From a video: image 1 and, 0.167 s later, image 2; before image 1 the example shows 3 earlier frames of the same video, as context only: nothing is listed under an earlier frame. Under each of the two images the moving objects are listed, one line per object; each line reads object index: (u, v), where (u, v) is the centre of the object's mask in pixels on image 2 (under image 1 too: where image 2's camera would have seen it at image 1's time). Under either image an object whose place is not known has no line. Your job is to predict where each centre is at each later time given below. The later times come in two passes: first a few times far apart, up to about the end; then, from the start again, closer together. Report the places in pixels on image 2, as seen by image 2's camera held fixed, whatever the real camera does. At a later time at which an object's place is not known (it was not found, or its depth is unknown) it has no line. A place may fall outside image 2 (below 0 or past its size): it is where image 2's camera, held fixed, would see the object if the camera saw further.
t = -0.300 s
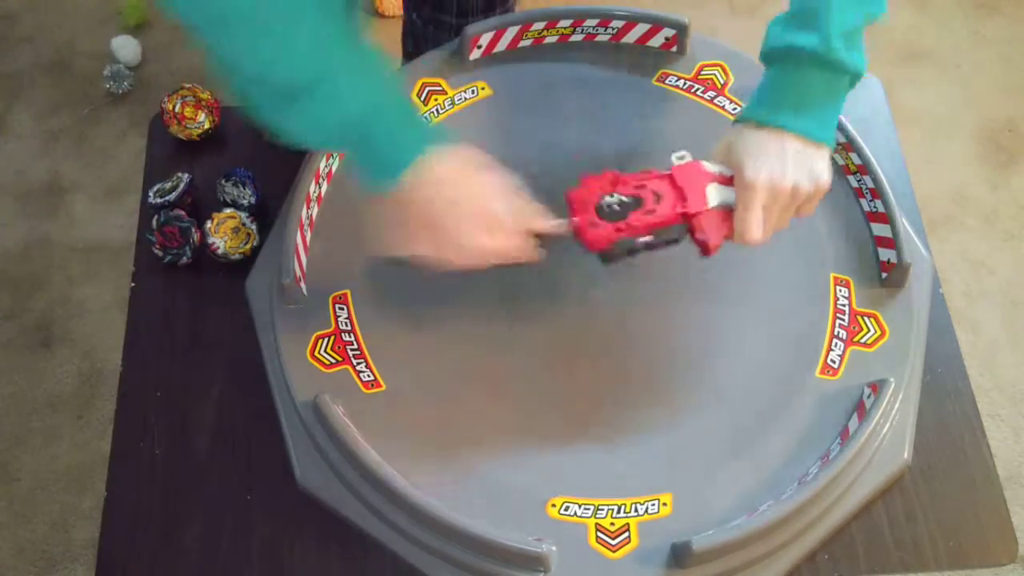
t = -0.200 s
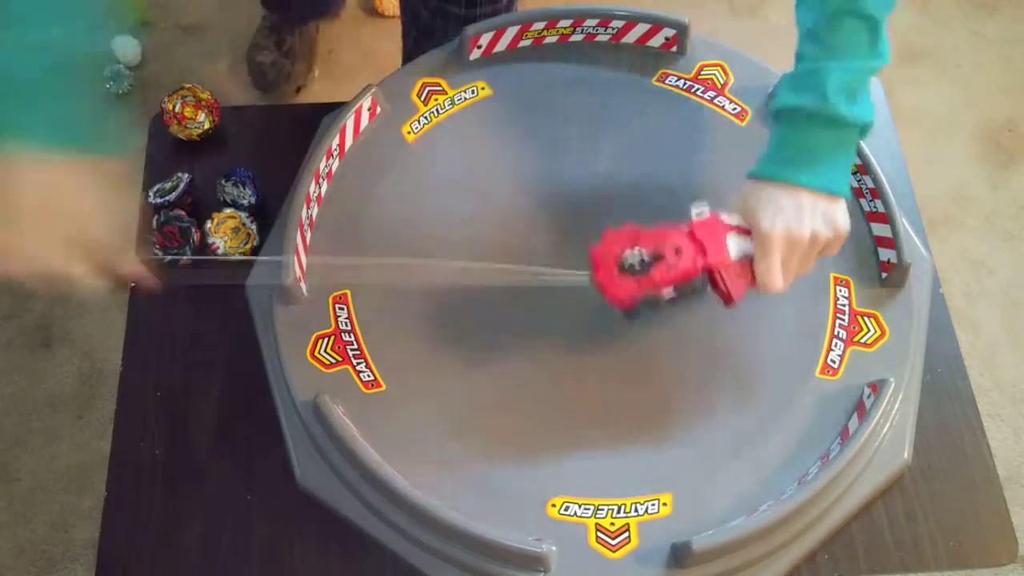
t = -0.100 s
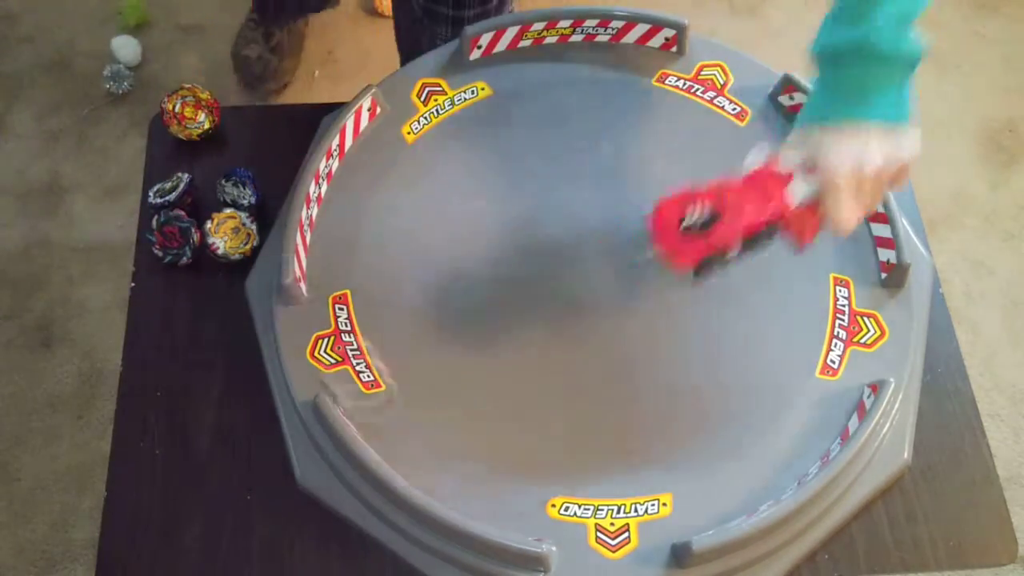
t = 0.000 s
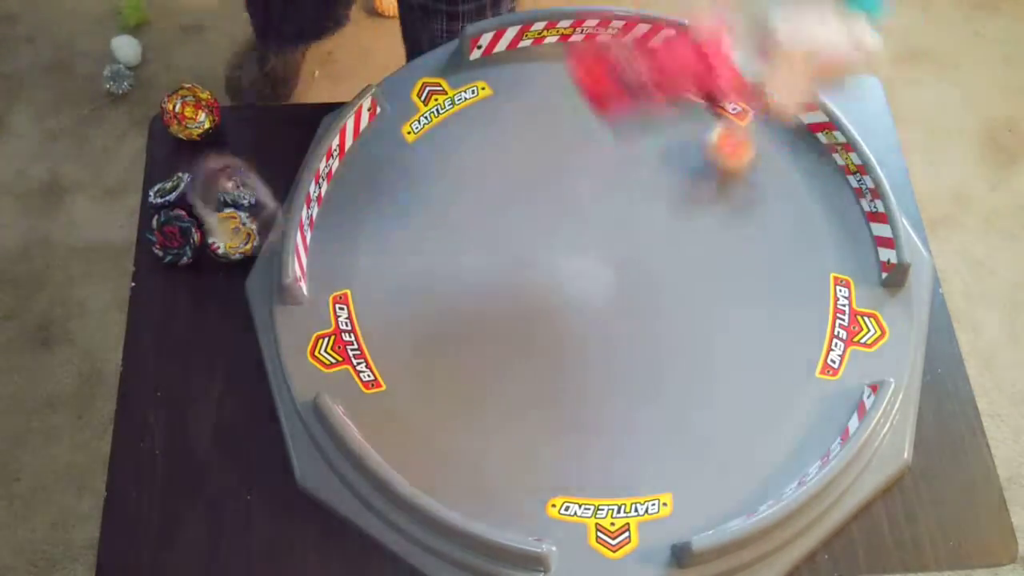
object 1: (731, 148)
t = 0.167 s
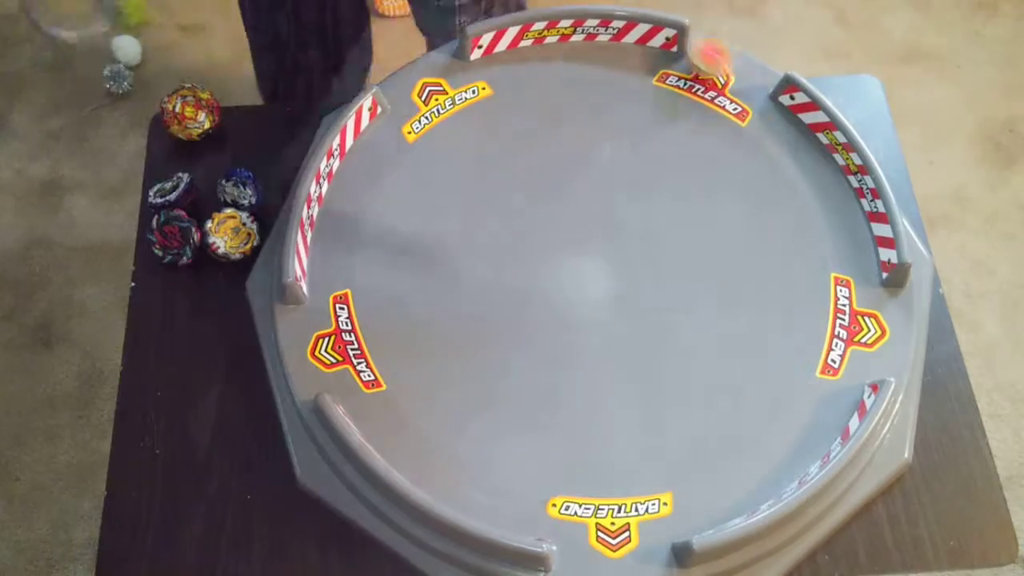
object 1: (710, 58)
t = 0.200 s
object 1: (704, 56)
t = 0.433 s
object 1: (699, 221)
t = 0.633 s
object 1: (689, 340)
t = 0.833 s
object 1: (710, 407)
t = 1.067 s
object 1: (754, 393)
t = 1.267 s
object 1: (781, 320)
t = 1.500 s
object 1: (738, 256)
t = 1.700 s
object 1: (645, 271)
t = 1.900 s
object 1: (570, 301)
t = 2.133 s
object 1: (554, 358)
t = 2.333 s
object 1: (572, 393)
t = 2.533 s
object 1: (589, 365)
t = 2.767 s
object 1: (595, 334)
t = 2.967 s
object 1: (557, 285)
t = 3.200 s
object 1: (564, 245)
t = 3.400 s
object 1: (564, 267)
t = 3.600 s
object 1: (568, 269)
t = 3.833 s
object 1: (589, 245)
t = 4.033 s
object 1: (586, 258)
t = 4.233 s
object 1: (586, 246)
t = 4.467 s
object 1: (601, 268)
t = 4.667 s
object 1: (603, 260)
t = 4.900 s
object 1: (609, 265)
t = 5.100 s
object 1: (604, 268)
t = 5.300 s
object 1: (607, 275)
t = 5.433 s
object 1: (601, 271)
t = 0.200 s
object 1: (704, 56)
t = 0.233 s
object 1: (710, 77)
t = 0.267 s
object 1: (711, 106)
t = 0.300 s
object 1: (711, 129)
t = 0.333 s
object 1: (710, 152)
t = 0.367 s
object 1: (706, 177)
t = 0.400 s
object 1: (703, 200)
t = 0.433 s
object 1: (699, 221)
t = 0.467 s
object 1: (695, 243)
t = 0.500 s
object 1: (692, 264)
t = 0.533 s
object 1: (690, 286)
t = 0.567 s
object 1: (689, 304)
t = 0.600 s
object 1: (689, 323)
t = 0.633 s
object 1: (689, 340)
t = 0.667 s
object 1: (690, 356)
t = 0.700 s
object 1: (693, 371)
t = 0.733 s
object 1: (697, 383)
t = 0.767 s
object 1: (701, 393)
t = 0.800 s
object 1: (705, 401)
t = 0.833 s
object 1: (710, 407)
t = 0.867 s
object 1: (717, 412)
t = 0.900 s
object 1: (723, 413)
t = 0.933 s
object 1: (729, 414)
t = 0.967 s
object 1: (735, 412)
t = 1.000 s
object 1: (742, 406)
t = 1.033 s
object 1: (748, 401)
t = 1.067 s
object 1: (754, 393)
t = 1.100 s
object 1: (760, 385)
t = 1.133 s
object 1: (765, 375)
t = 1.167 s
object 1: (771, 363)
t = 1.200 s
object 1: (775, 349)
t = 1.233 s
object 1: (778, 335)
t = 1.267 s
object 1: (781, 320)
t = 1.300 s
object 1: (782, 306)
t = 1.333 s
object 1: (782, 293)
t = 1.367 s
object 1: (779, 281)
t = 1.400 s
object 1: (773, 272)
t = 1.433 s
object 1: (764, 265)
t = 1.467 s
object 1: (752, 259)
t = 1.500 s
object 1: (738, 256)
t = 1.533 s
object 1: (723, 255)
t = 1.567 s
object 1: (707, 255)
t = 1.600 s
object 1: (692, 258)
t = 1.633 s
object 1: (675, 261)
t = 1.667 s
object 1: (659, 266)
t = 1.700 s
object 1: (645, 271)
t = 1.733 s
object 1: (630, 276)
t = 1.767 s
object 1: (616, 281)
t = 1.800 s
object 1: (601, 287)
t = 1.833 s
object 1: (588, 292)
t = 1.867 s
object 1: (578, 297)
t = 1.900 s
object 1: (570, 301)
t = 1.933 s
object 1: (564, 306)
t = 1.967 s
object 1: (560, 313)
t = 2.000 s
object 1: (558, 319)
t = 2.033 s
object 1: (556, 328)
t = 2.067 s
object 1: (554, 337)
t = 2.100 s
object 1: (553, 347)
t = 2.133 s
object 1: (554, 358)
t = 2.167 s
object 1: (555, 368)
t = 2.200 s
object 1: (559, 377)
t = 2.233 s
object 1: (562, 384)
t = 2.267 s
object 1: (565, 388)
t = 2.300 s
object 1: (569, 392)
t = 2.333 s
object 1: (572, 393)
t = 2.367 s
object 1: (575, 392)
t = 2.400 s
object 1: (578, 389)
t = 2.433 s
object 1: (580, 385)
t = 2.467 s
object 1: (583, 379)
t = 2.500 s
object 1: (586, 373)
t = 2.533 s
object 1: (589, 365)
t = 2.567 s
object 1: (593, 358)
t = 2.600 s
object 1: (597, 353)
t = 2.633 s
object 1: (601, 348)
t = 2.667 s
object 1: (602, 344)
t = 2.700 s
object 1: (601, 341)
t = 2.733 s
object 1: (599, 337)
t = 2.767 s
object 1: (595, 334)
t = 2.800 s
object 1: (590, 330)
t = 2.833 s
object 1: (583, 324)
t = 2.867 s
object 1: (576, 317)
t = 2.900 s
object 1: (568, 308)
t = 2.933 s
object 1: (561, 298)
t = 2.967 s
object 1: (557, 285)
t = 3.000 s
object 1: (555, 275)
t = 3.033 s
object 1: (557, 265)
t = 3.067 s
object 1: (558, 257)
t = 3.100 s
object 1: (561, 251)
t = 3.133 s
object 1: (563, 247)
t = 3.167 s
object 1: (564, 245)
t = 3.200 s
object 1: (564, 245)
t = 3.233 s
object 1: (564, 245)
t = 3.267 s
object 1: (564, 247)
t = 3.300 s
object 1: (563, 251)
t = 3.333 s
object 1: (563, 256)
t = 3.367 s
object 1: (563, 261)
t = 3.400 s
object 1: (564, 267)
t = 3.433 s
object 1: (564, 272)
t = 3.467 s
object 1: (564, 274)
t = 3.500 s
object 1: (565, 275)
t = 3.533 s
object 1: (566, 274)
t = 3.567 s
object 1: (567, 272)
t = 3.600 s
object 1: (568, 269)
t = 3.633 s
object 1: (569, 265)
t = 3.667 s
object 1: (571, 261)
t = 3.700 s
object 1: (573, 257)
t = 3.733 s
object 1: (575, 252)
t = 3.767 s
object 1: (579, 248)
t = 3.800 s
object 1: (584, 246)
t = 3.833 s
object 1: (589, 245)
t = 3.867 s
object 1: (593, 246)
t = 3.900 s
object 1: (595, 249)
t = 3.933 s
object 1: (595, 253)
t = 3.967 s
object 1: (593, 257)
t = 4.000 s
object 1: (589, 258)
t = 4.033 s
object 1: (586, 258)
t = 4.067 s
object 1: (583, 256)
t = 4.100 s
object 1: (580, 253)
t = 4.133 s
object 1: (579, 249)
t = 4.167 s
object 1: (580, 247)
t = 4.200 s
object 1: (583, 245)
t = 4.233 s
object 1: (586, 246)
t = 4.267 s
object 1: (590, 247)
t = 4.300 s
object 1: (594, 250)
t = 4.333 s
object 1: (598, 254)
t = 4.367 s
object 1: (601, 258)
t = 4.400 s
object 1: (602, 262)
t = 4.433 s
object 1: (602, 266)
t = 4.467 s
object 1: (601, 268)
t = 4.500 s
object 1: (600, 269)
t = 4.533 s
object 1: (600, 269)
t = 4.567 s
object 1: (600, 268)
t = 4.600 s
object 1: (600, 265)
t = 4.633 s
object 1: (601, 263)
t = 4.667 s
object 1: (603, 260)
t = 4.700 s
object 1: (605, 258)
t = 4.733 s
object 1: (608, 257)
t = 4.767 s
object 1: (610, 257)
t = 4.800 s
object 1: (612, 258)
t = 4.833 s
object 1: (612, 260)
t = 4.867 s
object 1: (611, 263)
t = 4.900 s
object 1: (609, 265)
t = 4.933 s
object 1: (606, 267)
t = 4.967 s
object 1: (604, 267)
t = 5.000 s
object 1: (603, 267)
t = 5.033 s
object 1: (602, 267)
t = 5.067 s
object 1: (603, 267)
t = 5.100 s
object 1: (604, 268)
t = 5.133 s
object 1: (605, 269)
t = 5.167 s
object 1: (607, 270)
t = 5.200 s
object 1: (609, 271)
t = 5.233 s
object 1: (610, 273)
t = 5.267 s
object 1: (609, 275)
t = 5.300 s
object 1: (607, 275)
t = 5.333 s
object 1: (604, 274)
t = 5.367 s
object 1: (603, 273)
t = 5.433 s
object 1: (601, 271)
